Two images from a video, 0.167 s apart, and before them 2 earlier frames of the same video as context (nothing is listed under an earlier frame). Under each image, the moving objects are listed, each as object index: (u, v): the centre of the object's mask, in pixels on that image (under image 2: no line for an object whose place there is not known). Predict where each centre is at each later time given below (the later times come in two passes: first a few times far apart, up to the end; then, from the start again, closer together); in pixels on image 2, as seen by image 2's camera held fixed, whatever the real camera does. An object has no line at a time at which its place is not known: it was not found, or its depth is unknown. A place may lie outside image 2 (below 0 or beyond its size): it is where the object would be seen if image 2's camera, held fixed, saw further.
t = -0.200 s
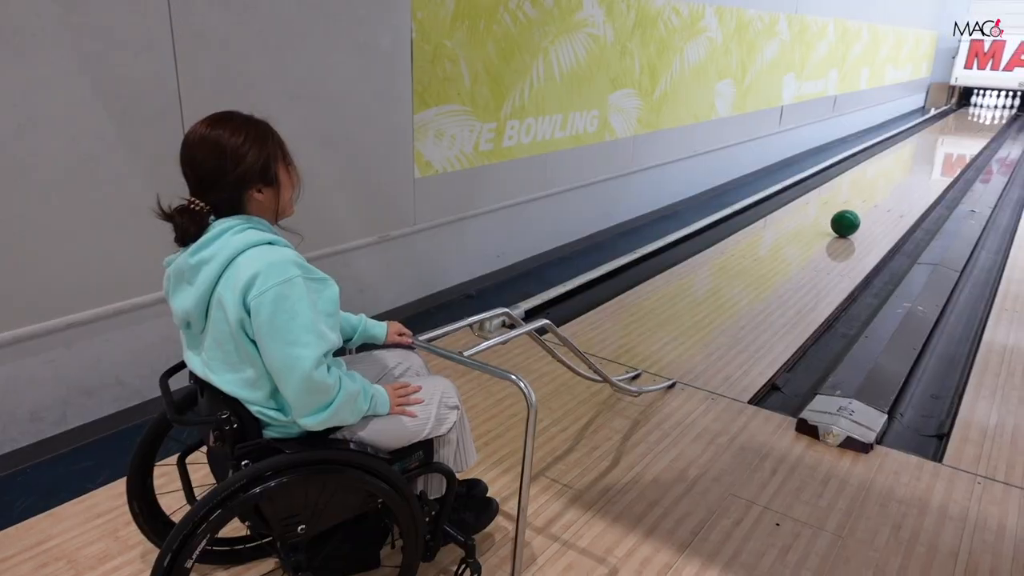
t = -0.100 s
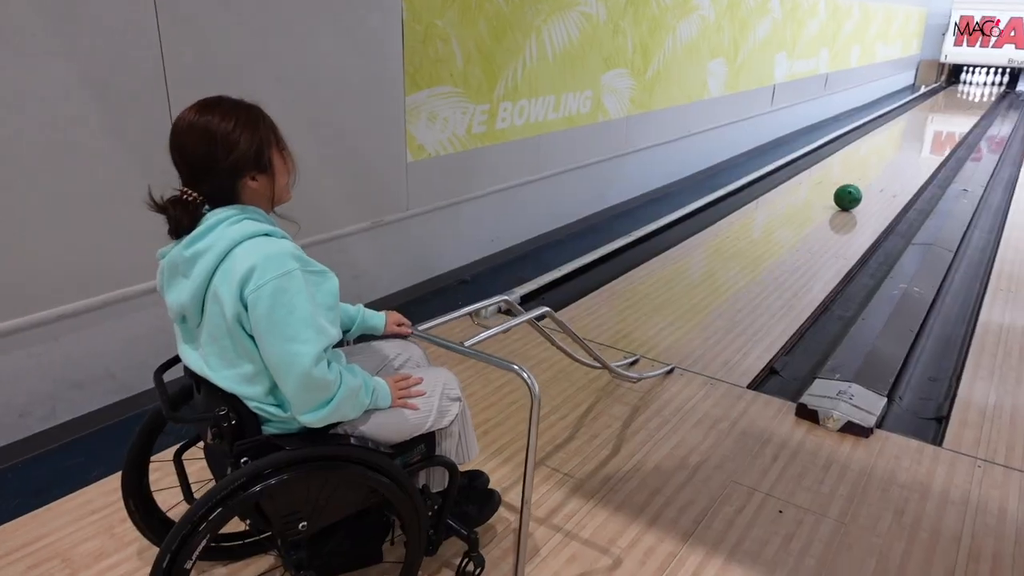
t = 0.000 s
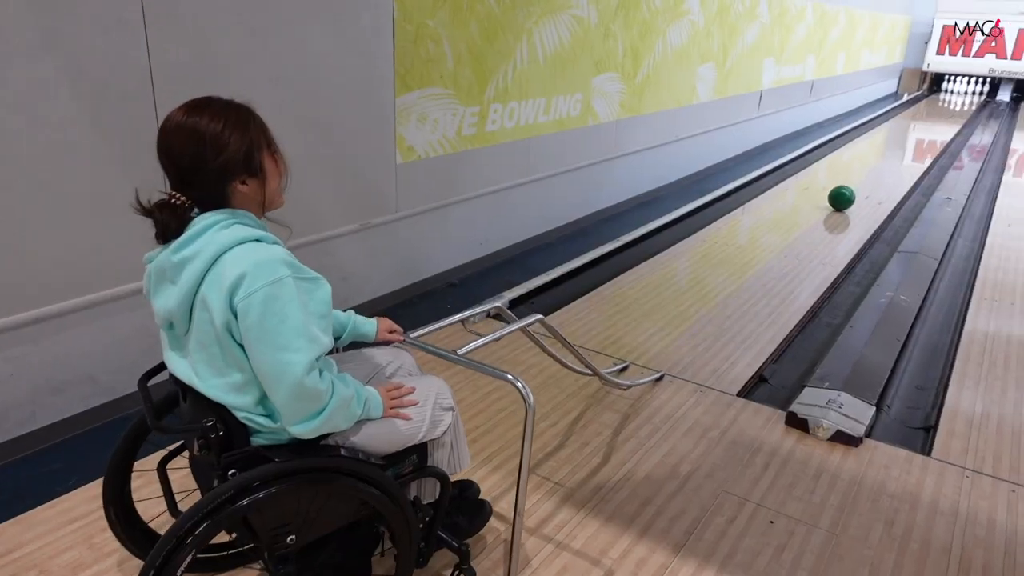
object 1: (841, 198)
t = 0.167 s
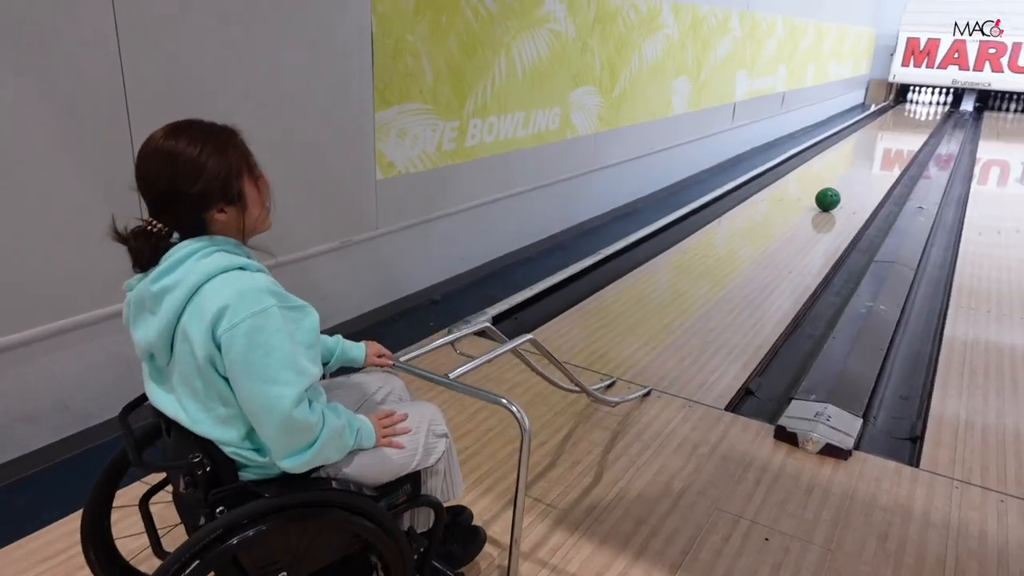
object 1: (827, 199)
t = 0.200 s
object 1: (829, 197)
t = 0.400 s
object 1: (840, 187)
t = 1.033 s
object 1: (867, 164)
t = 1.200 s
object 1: (872, 159)
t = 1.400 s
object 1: (879, 154)
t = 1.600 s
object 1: (884, 149)
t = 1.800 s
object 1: (889, 145)
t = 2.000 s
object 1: (894, 141)
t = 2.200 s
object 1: (898, 137)
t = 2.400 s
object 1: (902, 134)
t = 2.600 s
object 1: (906, 131)
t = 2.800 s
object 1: (909, 128)
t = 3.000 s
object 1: (912, 125)
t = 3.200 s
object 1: (915, 123)
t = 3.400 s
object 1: (919, 121)
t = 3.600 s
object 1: (922, 118)
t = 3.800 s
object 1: (925, 116)
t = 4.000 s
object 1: (927, 114)
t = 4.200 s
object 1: (930, 112)
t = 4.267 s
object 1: (931, 112)
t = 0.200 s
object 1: (829, 197)
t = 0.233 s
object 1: (831, 195)
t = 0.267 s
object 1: (833, 194)
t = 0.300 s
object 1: (835, 192)
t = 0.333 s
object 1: (837, 191)
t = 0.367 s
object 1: (838, 189)
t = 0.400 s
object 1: (840, 187)
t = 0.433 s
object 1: (842, 186)
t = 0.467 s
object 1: (843, 185)
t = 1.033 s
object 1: (867, 164)
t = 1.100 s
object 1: (869, 162)
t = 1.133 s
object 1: (870, 161)
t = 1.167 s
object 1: (871, 160)
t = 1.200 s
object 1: (872, 159)
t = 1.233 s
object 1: (873, 158)
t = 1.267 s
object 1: (875, 157)
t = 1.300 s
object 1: (876, 156)
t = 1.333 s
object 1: (877, 155)
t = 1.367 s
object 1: (878, 155)
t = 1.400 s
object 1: (879, 154)
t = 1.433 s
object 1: (880, 153)
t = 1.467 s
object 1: (881, 152)
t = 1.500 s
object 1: (882, 151)
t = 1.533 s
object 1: (883, 150)
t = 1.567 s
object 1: (884, 150)
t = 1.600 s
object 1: (884, 149)
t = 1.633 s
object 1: (885, 148)
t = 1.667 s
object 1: (886, 148)
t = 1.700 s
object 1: (887, 147)
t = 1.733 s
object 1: (888, 146)
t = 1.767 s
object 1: (889, 145)
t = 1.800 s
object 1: (889, 145)
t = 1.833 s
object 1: (890, 144)
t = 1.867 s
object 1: (891, 144)
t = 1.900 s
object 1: (892, 143)
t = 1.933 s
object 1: (892, 142)
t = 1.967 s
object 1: (893, 141)
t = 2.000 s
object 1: (894, 141)
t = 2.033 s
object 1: (895, 140)
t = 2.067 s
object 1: (895, 140)
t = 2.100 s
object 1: (896, 139)
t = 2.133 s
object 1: (897, 138)
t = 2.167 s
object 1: (898, 138)
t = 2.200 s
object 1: (898, 137)
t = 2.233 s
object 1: (899, 137)
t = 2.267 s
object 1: (900, 136)
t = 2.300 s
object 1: (900, 135)
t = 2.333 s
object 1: (901, 135)
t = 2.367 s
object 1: (901, 134)
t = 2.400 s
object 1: (902, 134)
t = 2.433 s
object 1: (902, 134)
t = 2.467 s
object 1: (903, 133)
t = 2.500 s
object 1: (904, 132)
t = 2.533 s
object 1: (905, 132)
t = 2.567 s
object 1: (905, 131)
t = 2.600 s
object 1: (906, 131)
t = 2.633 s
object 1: (906, 130)
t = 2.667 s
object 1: (907, 129)
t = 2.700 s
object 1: (907, 129)
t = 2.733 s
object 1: (908, 129)
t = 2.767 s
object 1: (908, 129)
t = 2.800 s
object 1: (909, 128)
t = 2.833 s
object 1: (910, 127)
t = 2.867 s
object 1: (911, 127)
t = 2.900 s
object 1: (911, 127)
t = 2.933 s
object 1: (911, 126)
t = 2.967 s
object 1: (911, 126)
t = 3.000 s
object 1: (912, 125)
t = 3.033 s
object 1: (913, 125)
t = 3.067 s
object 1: (914, 124)
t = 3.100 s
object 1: (914, 124)
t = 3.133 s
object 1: (914, 124)
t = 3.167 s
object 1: (915, 124)
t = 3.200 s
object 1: (915, 123)
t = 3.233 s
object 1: (916, 122)
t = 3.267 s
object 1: (917, 122)
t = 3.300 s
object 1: (918, 122)
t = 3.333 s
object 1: (918, 121)
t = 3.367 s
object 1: (919, 121)
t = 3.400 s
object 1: (919, 121)
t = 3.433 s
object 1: (919, 120)
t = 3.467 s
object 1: (919, 120)
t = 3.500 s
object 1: (921, 119)
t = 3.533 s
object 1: (921, 119)
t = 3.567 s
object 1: (921, 119)
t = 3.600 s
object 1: (922, 118)
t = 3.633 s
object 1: (923, 118)
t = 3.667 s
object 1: (923, 118)
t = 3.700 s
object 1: (923, 117)
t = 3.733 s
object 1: (924, 117)
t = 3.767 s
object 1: (925, 116)
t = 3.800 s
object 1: (925, 116)
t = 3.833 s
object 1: (925, 116)
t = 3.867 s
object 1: (925, 115)
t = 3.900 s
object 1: (926, 115)
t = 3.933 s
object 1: (926, 114)
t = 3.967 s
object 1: (927, 114)
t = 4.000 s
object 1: (927, 114)
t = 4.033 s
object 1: (927, 114)
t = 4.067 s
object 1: (929, 113)
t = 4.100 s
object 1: (929, 113)
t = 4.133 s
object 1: (930, 112)
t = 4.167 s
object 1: (930, 112)
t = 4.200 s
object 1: (930, 112)
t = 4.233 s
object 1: (931, 112)
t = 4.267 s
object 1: (931, 112)
